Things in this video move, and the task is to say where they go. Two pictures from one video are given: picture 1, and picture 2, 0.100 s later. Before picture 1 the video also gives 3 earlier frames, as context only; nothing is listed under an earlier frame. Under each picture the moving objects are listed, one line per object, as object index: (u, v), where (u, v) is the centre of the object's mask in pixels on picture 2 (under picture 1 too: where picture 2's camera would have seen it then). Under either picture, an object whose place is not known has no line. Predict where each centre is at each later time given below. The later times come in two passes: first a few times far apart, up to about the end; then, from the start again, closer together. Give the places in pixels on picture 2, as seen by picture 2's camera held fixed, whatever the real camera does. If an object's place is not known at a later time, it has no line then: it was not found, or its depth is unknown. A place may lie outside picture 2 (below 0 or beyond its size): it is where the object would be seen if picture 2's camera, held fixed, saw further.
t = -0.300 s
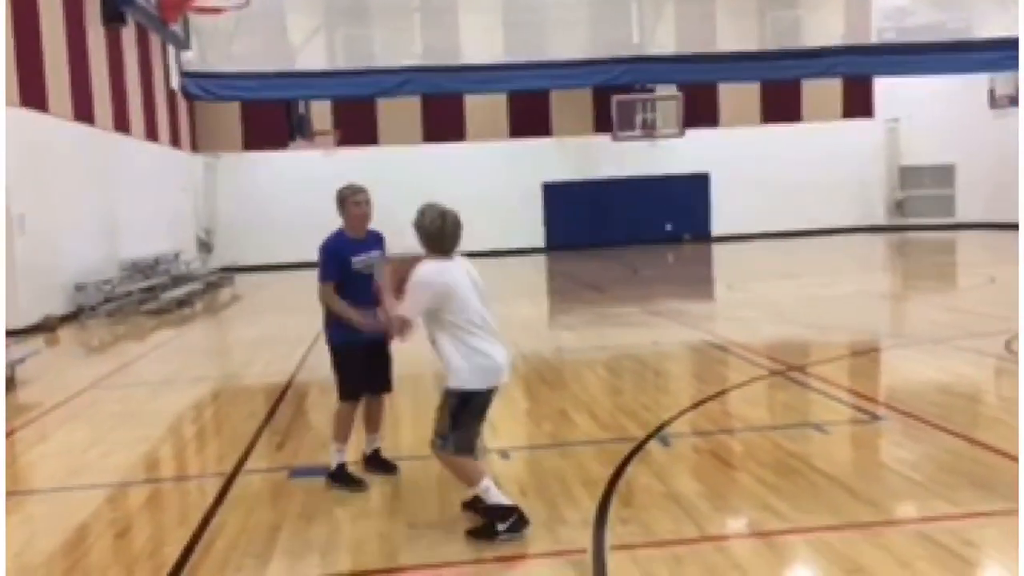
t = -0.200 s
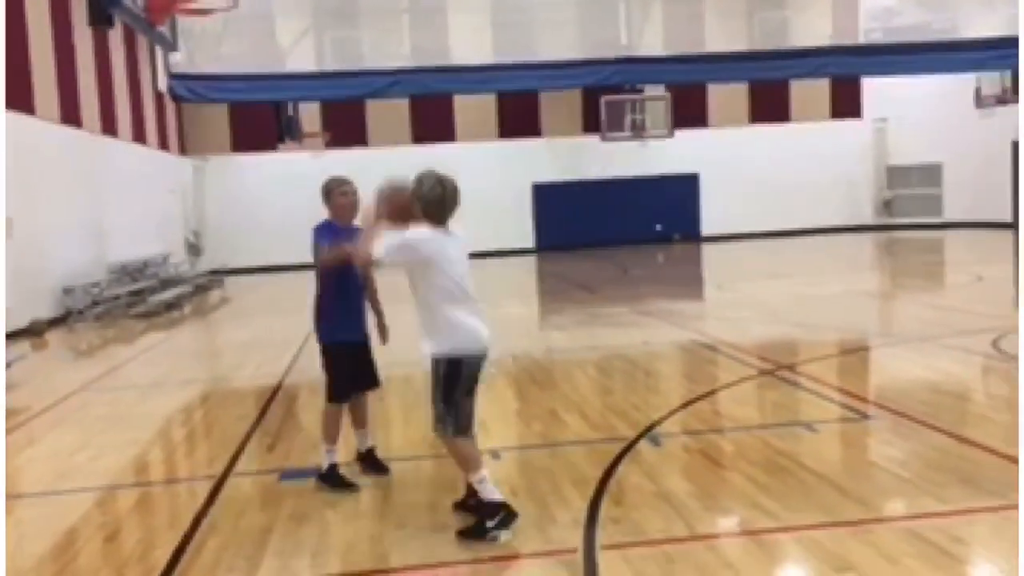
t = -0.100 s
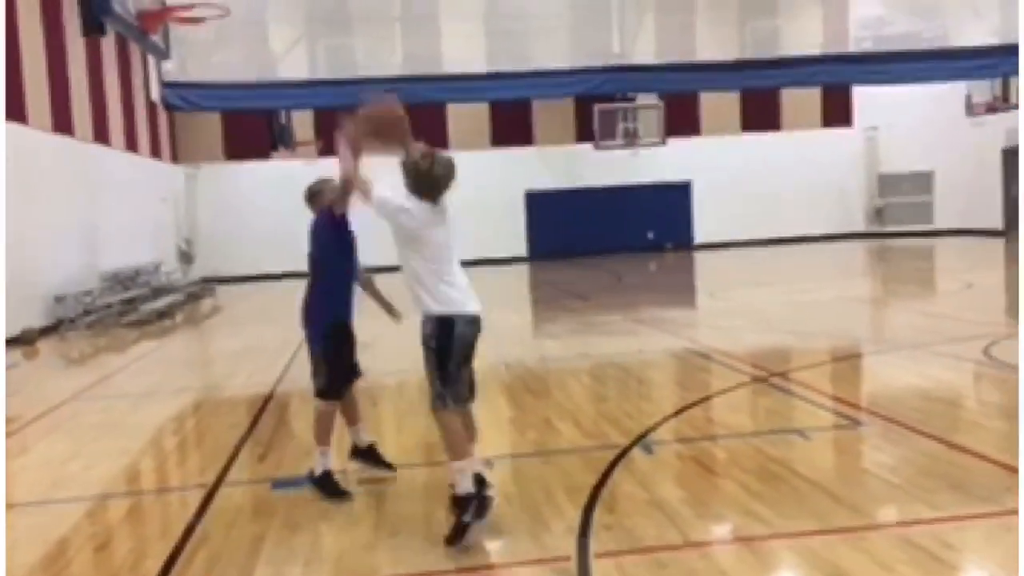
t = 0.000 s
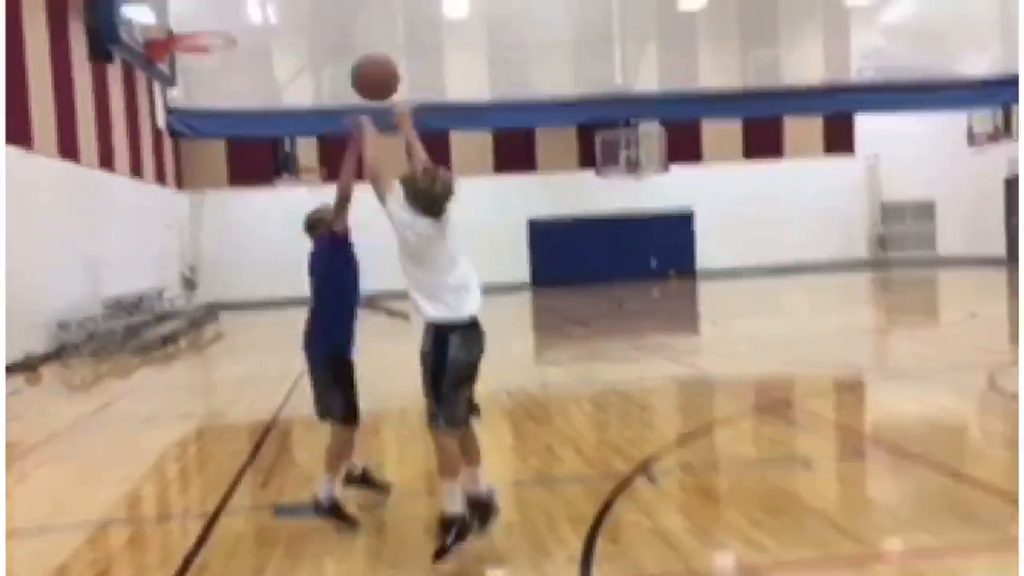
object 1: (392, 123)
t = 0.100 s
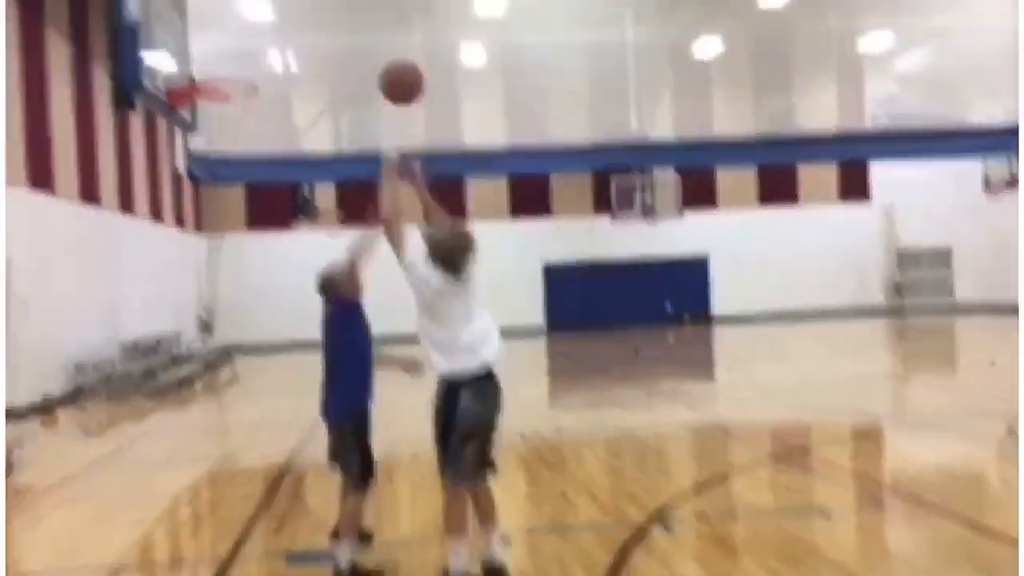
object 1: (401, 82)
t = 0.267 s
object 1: (417, 61)
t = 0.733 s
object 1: (462, 223)
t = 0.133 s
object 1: (405, 73)
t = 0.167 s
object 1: (408, 67)
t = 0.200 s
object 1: (411, 64)
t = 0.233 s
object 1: (414, 61)
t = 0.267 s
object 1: (417, 61)
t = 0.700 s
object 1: (458, 204)
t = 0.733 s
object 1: (462, 223)
